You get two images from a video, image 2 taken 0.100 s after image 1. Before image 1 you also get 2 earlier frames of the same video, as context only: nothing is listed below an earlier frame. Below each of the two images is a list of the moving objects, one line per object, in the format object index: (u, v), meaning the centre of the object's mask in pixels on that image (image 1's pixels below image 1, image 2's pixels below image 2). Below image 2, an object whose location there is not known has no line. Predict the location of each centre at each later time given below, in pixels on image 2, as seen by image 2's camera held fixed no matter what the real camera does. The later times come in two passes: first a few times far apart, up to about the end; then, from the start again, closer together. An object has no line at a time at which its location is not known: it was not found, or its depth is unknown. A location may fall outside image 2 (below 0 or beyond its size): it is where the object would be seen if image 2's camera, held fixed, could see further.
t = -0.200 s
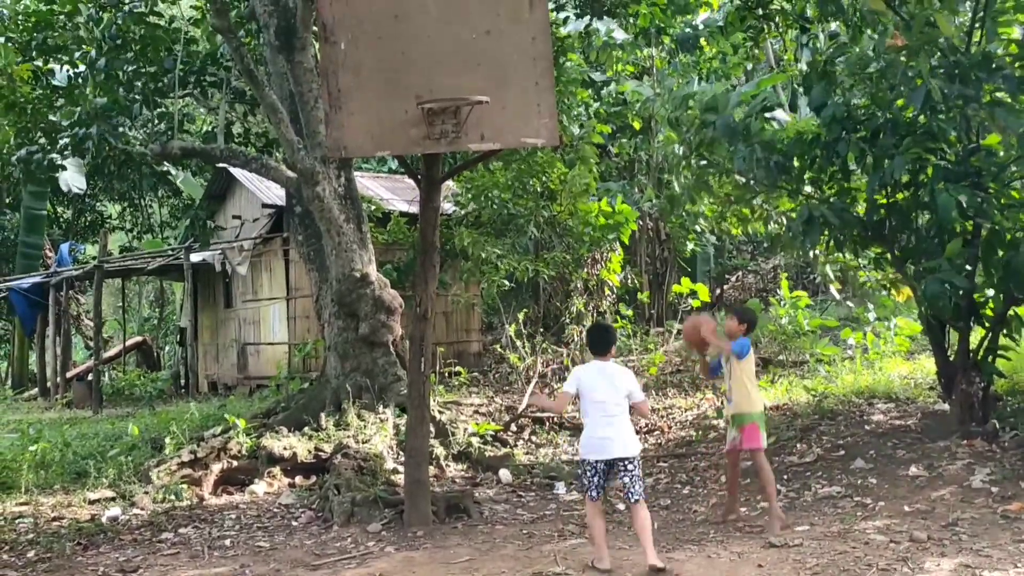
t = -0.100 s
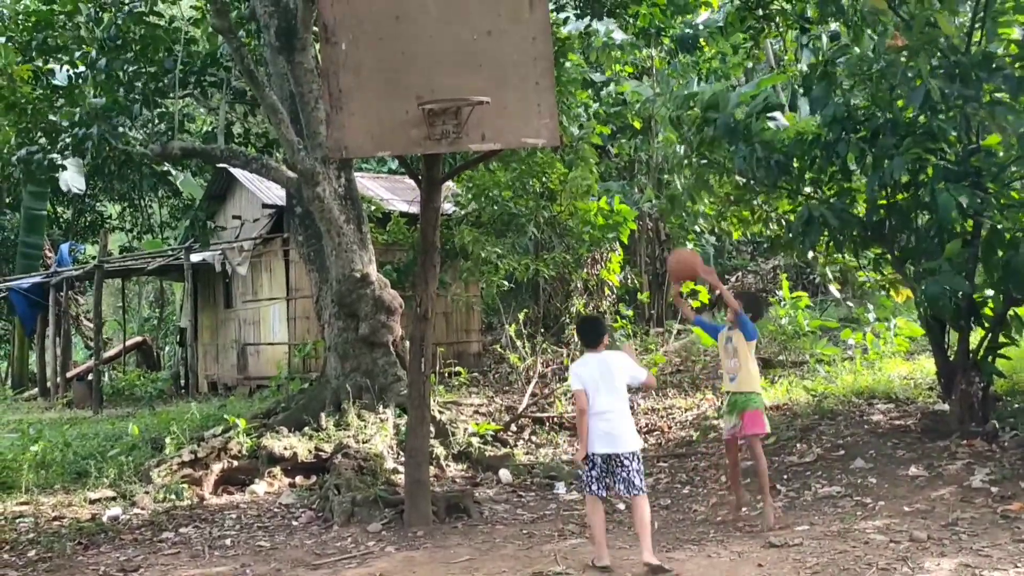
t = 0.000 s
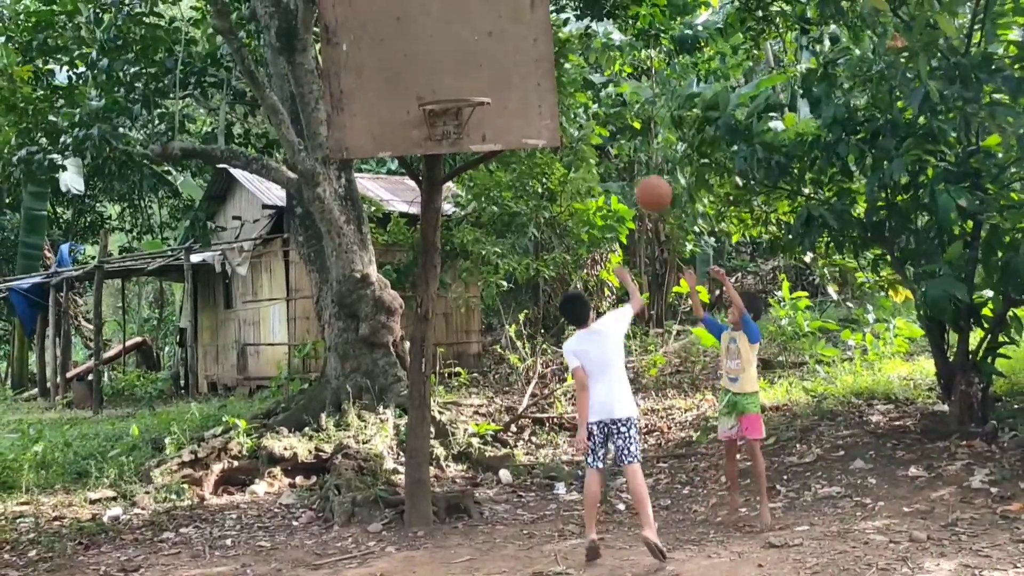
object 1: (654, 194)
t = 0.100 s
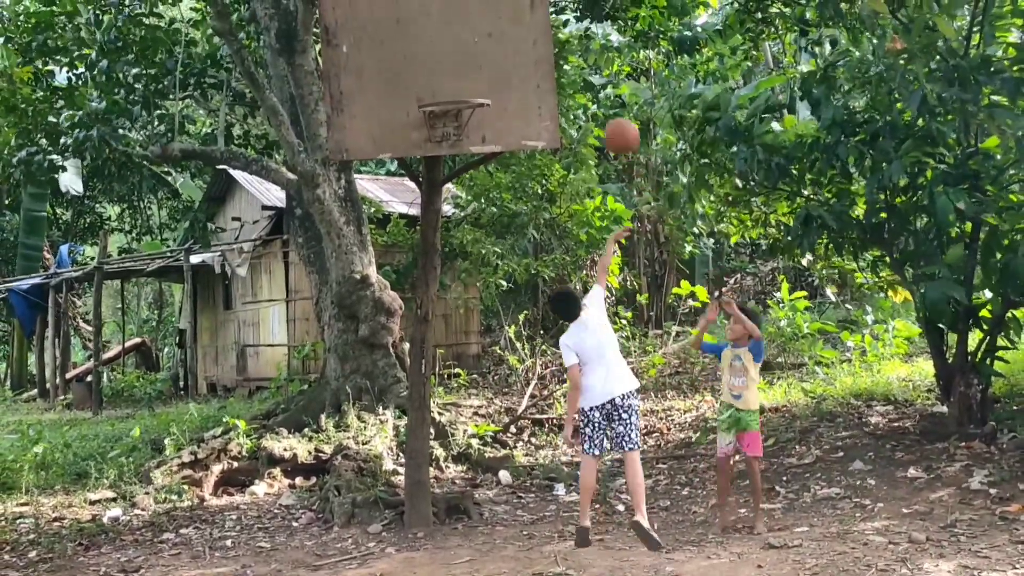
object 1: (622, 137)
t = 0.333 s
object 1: (544, 53)
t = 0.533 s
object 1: (475, 45)
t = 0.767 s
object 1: (397, 99)
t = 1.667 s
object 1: (117, 428)
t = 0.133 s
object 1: (611, 120)
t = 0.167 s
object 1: (600, 106)
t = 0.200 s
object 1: (588, 91)
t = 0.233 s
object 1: (577, 79)
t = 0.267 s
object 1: (566, 70)
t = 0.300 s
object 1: (555, 61)
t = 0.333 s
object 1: (544, 53)
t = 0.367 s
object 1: (533, 47)
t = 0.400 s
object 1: (521, 43)
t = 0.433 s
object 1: (509, 41)
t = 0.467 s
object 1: (498, 41)
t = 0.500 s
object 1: (487, 42)
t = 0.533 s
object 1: (475, 45)
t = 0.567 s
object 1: (464, 50)
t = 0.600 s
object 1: (452, 58)
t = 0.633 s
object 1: (441, 67)
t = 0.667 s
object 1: (430, 78)
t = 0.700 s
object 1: (418, 89)
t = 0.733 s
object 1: (407, 94)
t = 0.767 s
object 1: (397, 99)
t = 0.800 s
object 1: (387, 106)
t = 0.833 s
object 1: (377, 116)
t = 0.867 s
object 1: (367, 127)
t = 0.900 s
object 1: (355, 140)
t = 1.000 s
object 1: (326, 196)
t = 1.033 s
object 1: (314, 219)
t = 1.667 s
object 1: (117, 428)
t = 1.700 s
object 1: (108, 415)
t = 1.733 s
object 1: (97, 402)
